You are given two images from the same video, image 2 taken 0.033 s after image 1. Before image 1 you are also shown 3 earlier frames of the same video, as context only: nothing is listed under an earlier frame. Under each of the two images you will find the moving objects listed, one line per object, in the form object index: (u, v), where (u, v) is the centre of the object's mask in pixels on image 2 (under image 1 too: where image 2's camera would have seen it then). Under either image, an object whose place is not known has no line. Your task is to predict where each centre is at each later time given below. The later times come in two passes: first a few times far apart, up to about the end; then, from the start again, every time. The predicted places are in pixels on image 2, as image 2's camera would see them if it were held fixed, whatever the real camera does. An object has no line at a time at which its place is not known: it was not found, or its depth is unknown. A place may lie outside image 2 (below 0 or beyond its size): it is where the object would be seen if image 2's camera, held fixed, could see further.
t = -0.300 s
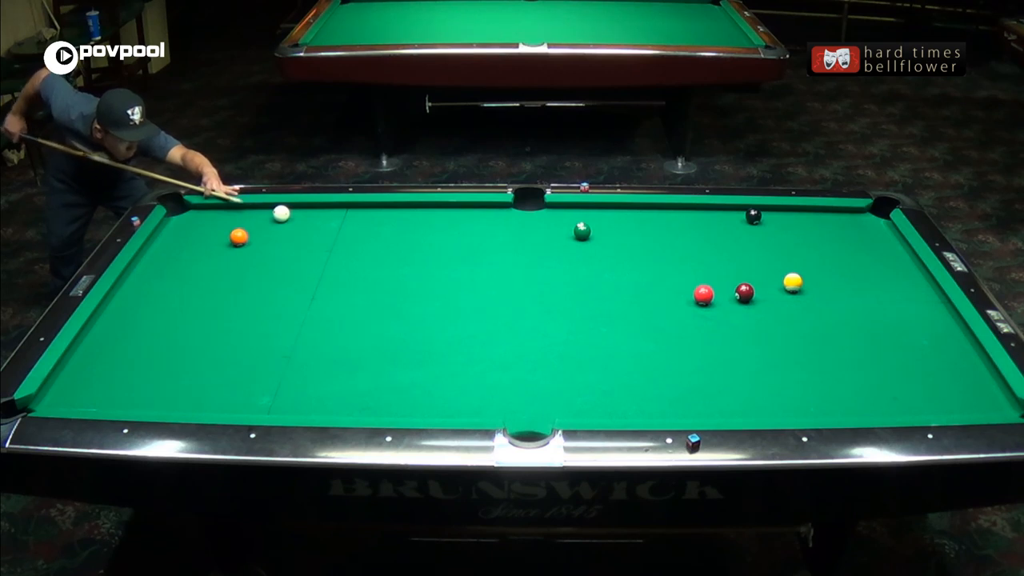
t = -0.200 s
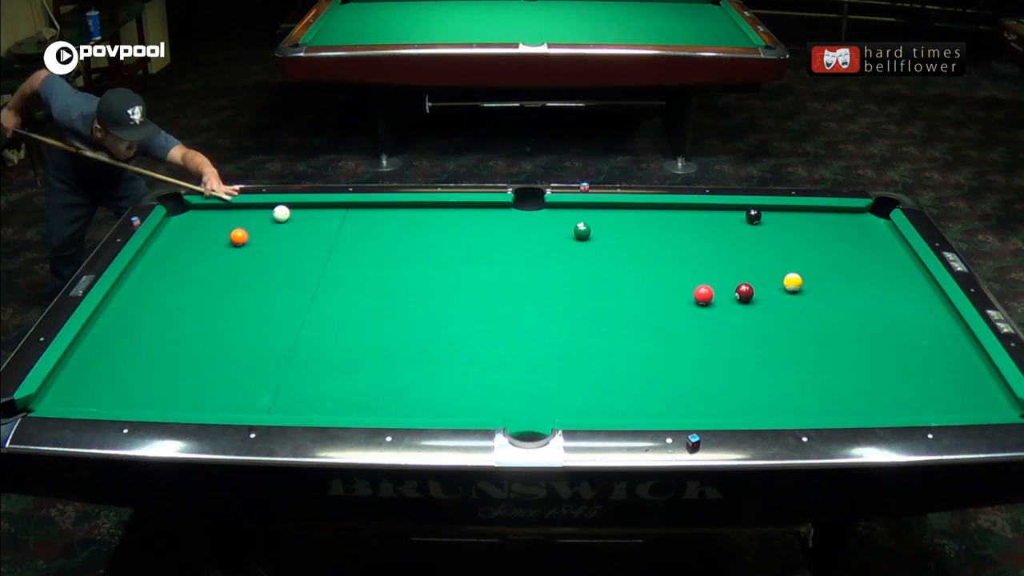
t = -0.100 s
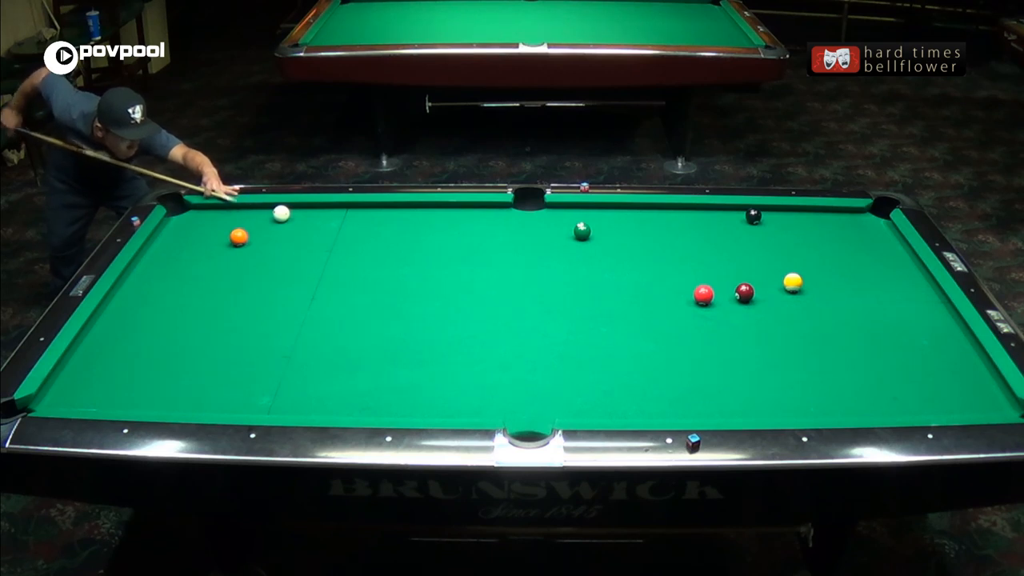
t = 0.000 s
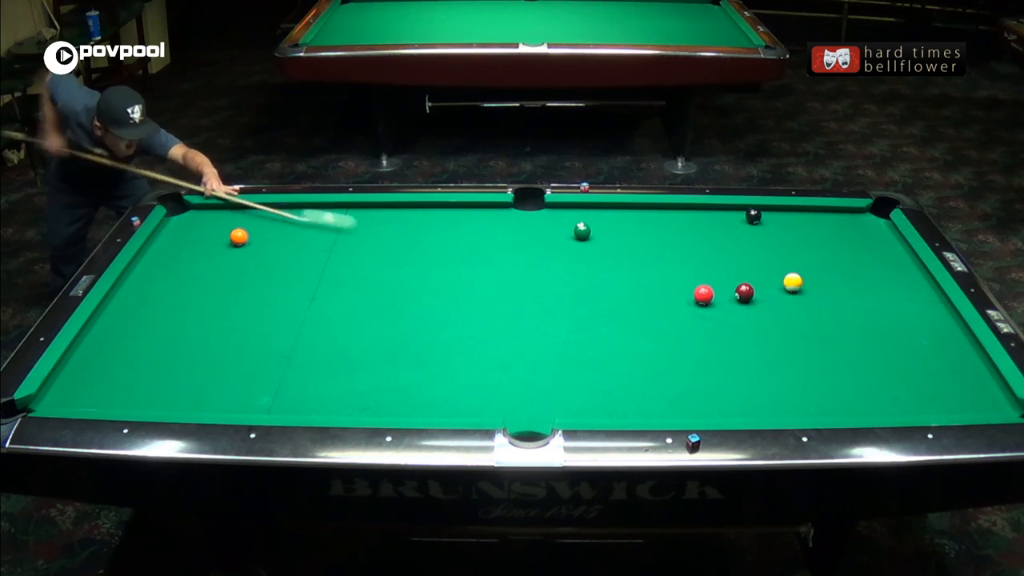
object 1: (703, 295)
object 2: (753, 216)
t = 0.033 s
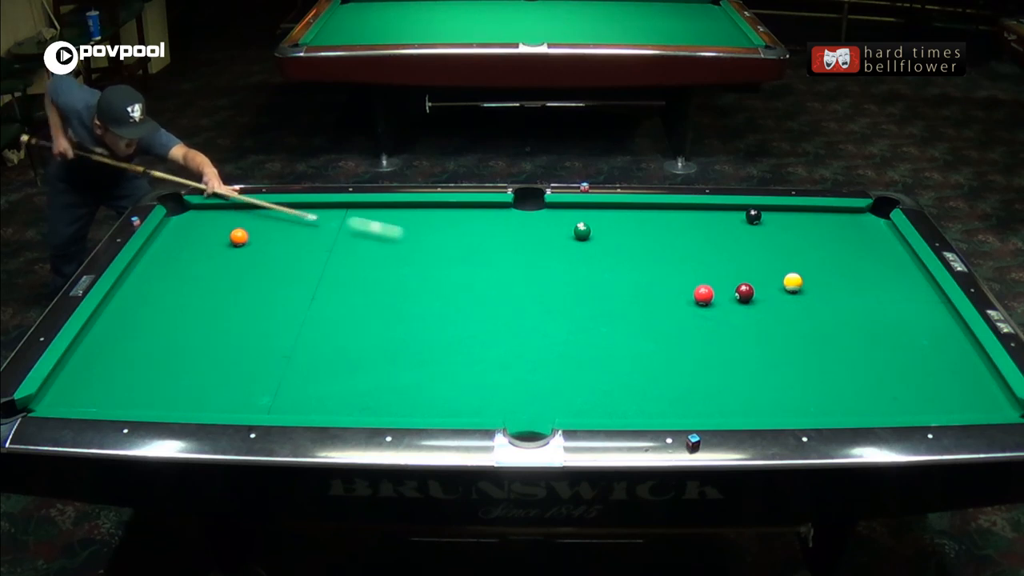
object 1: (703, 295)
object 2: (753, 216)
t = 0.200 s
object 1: (703, 295)
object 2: (753, 216)
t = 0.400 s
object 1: (883, 385)
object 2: (753, 216)
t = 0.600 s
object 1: (964, 359)
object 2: (753, 216)
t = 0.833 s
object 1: (908, 302)
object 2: (753, 216)
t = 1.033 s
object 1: (844, 260)
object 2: (749, 216)
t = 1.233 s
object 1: (786, 224)
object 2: (707, 217)
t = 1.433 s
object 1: (750, 216)
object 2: (670, 216)
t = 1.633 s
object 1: (739, 227)
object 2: (632, 217)
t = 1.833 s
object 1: (728, 239)
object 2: (596, 217)
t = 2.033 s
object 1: (717, 251)
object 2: (560, 218)
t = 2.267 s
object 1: (703, 266)
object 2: (520, 219)
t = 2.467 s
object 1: (691, 278)
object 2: (487, 219)
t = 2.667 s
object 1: (680, 291)
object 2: (454, 219)
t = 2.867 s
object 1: (667, 304)
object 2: (423, 220)
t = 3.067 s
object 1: (654, 317)
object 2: (393, 221)
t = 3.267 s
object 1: (642, 331)
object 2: (365, 222)
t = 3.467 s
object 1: (628, 344)
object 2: (337, 223)
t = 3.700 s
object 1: (614, 359)
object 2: (306, 223)
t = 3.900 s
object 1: (601, 372)
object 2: (281, 224)
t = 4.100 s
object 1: (588, 385)
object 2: (257, 225)
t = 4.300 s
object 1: (575, 398)
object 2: (234, 223)
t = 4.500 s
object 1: (563, 408)
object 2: (213, 226)
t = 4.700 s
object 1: (552, 410)
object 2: (193, 227)
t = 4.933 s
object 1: (544, 404)
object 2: (171, 228)
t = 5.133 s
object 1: (537, 398)
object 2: (167, 228)
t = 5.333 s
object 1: (531, 393)
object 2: (177, 228)
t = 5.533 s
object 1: (526, 389)
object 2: (186, 229)
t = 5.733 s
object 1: (521, 385)
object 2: (195, 229)
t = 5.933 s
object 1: (518, 382)
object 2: (203, 229)
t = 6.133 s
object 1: (515, 380)
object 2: (209, 229)
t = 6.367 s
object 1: (512, 378)
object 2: (216, 230)
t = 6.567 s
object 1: (511, 377)
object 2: (220, 230)
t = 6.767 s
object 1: (511, 376)
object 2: (224, 230)
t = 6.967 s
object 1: (511, 376)
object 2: (226, 230)
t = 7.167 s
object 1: (511, 376)
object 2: (228, 229)
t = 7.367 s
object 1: (511, 376)
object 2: (229, 229)
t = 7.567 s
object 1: (511, 376)
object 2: (229, 229)
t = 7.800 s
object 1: (511, 376)
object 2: (229, 229)
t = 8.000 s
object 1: (511, 376)
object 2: (229, 229)
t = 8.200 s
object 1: (511, 376)
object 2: (229, 229)
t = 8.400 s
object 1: (511, 376)
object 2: (229, 229)
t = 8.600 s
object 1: (511, 376)
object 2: (229, 229)
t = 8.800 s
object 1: (511, 376)
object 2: (229, 229)
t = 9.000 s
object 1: (511, 376)
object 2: (229, 228)
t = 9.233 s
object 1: (511, 376)
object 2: (229, 229)
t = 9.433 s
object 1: (511, 376)
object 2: (229, 228)
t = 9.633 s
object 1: (511, 376)
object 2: (229, 228)
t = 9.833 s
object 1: (511, 376)
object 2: (229, 228)
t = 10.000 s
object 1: (511, 376)
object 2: (229, 228)
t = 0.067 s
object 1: (703, 295)
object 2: (753, 216)
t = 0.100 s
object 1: (703, 295)
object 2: (753, 216)
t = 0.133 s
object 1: (703, 295)
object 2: (753, 216)
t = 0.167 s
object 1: (703, 295)
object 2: (753, 216)
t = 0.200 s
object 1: (703, 295)
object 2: (753, 216)
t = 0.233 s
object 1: (704, 295)
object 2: (753, 216)
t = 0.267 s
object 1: (732, 308)
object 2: (753, 216)
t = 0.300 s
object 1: (769, 326)
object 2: (753, 216)
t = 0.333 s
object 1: (807, 345)
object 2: (753, 216)
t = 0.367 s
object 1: (844, 365)
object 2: (753, 216)
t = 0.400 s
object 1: (883, 385)
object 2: (753, 216)
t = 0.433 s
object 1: (918, 403)
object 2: (753, 216)
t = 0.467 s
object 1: (940, 402)
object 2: (753, 216)
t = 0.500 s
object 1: (946, 391)
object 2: (753, 216)
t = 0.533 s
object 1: (952, 379)
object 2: (753, 216)
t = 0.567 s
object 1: (958, 368)
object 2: (753, 216)
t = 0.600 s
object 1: (964, 359)
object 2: (753, 216)
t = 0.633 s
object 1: (969, 350)
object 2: (753, 216)
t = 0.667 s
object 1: (969, 341)
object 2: (753, 216)
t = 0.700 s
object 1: (956, 333)
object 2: (753, 216)
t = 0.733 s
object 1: (944, 324)
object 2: (753, 216)
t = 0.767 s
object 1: (931, 317)
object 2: (753, 216)
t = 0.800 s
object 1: (920, 309)
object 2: (753, 216)
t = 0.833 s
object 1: (908, 302)
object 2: (753, 216)
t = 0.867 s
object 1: (897, 294)
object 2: (753, 216)
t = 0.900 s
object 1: (886, 287)
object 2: (753, 216)
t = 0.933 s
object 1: (875, 280)
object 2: (753, 216)
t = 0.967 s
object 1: (864, 273)
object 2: (753, 216)
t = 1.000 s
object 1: (854, 266)
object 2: (753, 216)
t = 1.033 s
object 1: (844, 260)
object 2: (749, 216)
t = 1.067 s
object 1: (833, 253)
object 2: (742, 216)
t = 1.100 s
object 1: (824, 248)
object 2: (733, 216)
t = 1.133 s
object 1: (815, 241)
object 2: (727, 217)
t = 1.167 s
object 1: (805, 236)
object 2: (721, 216)
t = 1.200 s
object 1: (795, 230)
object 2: (714, 215)
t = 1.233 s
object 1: (786, 224)
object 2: (707, 217)
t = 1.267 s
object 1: (777, 219)
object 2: (701, 217)
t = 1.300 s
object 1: (769, 213)
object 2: (695, 217)
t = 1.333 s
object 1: (761, 209)
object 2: (689, 216)
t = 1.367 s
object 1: (755, 210)
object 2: (682, 217)
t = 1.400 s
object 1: (752, 214)
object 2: (676, 217)
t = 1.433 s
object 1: (750, 216)
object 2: (670, 216)
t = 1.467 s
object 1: (748, 218)
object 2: (663, 216)
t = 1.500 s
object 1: (746, 220)
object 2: (656, 217)
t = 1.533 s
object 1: (745, 222)
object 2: (651, 217)
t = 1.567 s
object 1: (743, 223)
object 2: (645, 217)
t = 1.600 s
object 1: (741, 225)
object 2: (639, 217)
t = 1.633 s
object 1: (739, 227)
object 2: (632, 217)
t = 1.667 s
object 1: (737, 229)
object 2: (626, 217)
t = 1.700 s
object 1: (735, 232)
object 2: (621, 217)
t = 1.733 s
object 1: (734, 233)
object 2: (614, 217)
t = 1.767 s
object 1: (732, 235)
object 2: (608, 217)
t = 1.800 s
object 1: (730, 237)
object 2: (602, 217)
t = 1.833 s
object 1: (728, 239)
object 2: (596, 217)
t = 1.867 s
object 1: (726, 242)
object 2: (590, 217)
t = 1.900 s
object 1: (724, 243)
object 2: (584, 216)
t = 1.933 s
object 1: (723, 245)
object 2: (577, 216)
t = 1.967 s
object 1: (720, 248)
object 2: (572, 217)
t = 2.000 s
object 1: (719, 249)
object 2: (566, 218)
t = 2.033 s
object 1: (717, 251)
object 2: (560, 218)
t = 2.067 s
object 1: (715, 254)
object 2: (554, 218)
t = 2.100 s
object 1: (713, 256)
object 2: (548, 218)
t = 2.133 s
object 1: (711, 258)
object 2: (543, 218)
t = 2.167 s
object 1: (709, 260)
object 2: (537, 218)
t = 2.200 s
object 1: (707, 262)
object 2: (531, 218)
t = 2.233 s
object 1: (705, 264)
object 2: (525, 219)
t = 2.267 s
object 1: (703, 266)
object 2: (520, 219)
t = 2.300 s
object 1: (701, 268)
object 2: (515, 218)
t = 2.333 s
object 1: (699, 270)
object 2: (509, 218)
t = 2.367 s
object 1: (698, 272)
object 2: (503, 218)
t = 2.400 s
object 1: (695, 274)
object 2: (497, 219)
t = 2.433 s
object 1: (693, 276)
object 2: (492, 219)
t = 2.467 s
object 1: (691, 278)
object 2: (487, 219)
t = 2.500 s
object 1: (690, 280)
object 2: (482, 219)
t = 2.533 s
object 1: (688, 283)
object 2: (476, 219)
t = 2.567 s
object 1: (686, 285)
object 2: (470, 219)
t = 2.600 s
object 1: (683, 287)
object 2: (465, 219)
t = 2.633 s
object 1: (681, 289)
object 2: (460, 219)
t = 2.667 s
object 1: (680, 291)
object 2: (454, 219)
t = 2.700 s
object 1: (677, 293)
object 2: (449, 220)
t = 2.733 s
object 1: (675, 295)
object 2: (444, 220)
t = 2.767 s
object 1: (673, 298)
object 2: (439, 220)
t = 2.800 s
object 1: (671, 300)
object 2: (434, 220)
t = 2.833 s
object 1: (669, 302)
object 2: (429, 220)
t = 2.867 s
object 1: (667, 304)
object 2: (423, 220)
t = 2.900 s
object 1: (664, 307)
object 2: (418, 220)
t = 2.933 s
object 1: (662, 309)
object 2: (413, 221)
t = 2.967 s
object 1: (661, 311)
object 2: (408, 220)
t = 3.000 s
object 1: (658, 313)
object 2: (403, 221)
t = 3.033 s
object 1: (656, 315)
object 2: (398, 221)
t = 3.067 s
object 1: (654, 317)
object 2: (393, 221)
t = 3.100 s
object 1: (652, 319)
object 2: (388, 221)
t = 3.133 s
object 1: (650, 322)
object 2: (384, 221)
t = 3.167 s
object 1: (648, 324)
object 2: (379, 221)
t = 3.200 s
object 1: (646, 326)
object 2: (374, 222)
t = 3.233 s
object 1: (644, 328)
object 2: (369, 222)
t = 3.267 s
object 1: (642, 331)
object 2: (365, 222)
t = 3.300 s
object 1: (639, 333)
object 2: (360, 222)
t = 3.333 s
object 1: (637, 335)
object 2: (356, 222)
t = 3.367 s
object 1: (635, 337)
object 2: (350, 222)
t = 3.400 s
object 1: (633, 339)
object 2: (345, 222)
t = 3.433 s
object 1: (630, 341)
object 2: (341, 222)
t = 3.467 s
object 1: (628, 344)
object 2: (337, 223)
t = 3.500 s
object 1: (626, 346)
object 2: (332, 223)
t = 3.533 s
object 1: (624, 348)
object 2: (328, 223)
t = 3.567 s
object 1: (622, 350)
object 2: (323, 223)
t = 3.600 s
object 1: (620, 352)
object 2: (319, 223)
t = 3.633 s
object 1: (618, 355)
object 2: (315, 223)
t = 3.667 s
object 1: (616, 357)
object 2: (311, 223)
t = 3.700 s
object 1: (614, 359)
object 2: (306, 223)
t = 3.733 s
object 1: (612, 361)
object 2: (302, 223)
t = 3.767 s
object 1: (610, 364)
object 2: (297, 224)
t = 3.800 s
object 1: (607, 366)
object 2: (293, 224)
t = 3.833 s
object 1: (605, 368)
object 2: (289, 224)
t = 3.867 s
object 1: (603, 370)
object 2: (285, 224)
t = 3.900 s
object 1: (601, 372)
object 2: (281, 224)
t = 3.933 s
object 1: (599, 375)
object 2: (277, 224)
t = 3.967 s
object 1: (596, 377)
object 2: (273, 224)
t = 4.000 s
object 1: (594, 379)
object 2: (269, 224)
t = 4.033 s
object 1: (592, 381)
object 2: (265, 224)
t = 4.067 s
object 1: (590, 383)
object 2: (261, 225)
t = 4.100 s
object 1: (588, 385)
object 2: (257, 225)
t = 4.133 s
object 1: (586, 387)
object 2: (254, 225)
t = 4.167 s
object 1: (584, 390)
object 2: (250, 224)
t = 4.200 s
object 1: (582, 392)
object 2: (246, 224)
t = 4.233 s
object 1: (580, 394)
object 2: (242, 224)
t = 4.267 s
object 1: (577, 396)
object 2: (238, 223)
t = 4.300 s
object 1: (575, 398)
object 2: (234, 223)
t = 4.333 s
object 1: (573, 400)
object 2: (231, 224)
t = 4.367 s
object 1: (571, 402)
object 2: (227, 225)
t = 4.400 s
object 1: (569, 404)
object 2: (224, 225)
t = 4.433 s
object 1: (567, 406)
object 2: (220, 226)
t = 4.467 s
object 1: (565, 407)
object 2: (217, 226)
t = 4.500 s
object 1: (563, 408)
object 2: (213, 226)
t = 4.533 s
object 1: (561, 410)
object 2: (210, 226)
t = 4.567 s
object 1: (558, 412)
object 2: (207, 226)
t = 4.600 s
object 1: (556, 412)
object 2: (203, 226)
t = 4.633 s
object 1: (555, 411)
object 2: (200, 226)
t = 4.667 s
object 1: (554, 411)
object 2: (196, 226)
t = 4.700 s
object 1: (552, 410)
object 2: (193, 227)
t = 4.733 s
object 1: (551, 409)
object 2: (190, 227)
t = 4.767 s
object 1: (550, 409)
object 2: (186, 227)
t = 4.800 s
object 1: (548, 408)
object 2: (184, 227)
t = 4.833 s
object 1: (547, 407)
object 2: (181, 227)
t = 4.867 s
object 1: (546, 406)
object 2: (177, 227)
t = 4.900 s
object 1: (545, 405)
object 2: (174, 227)
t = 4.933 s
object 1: (544, 404)
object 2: (171, 228)
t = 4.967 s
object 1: (542, 403)
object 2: (168, 228)
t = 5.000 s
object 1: (541, 402)
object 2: (165, 228)
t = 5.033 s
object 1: (540, 401)
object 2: (162, 228)
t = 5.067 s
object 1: (539, 400)
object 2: (164, 228)
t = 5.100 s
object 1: (538, 399)
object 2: (165, 228)
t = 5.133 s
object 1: (537, 398)
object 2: (167, 228)
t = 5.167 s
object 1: (536, 398)
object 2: (168, 228)
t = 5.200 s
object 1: (535, 397)
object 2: (170, 228)
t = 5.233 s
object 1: (534, 396)
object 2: (172, 228)
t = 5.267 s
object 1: (533, 395)
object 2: (174, 228)
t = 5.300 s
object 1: (532, 394)
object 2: (176, 228)
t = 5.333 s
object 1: (531, 393)
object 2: (177, 228)
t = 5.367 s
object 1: (530, 393)
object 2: (179, 228)
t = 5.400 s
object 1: (529, 392)
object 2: (180, 229)
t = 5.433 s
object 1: (528, 391)
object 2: (182, 228)
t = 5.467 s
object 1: (527, 390)
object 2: (184, 229)
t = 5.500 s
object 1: (526, 390)
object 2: (185, 229)
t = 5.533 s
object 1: (526, 389)
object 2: (186, 229)
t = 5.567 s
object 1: (525, 388)
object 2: (188, 229)
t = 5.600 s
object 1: (524, 388)
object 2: (189, 229)
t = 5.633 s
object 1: (524, 387)
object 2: (191, 229)
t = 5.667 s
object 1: (523, 386)
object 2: (192, 229)
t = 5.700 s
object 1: (522, 386)
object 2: (194, 229)
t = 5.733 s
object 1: (521, 385)
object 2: (195, 229)
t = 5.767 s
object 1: (521, 385)
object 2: (196, 229)
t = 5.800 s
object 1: (520, 384)
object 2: (198, 229)
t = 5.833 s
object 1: (520, 384)
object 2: (199, 229)
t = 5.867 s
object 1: (519, 383)
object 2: (200, 229)
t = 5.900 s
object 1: (518, 383)
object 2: (202, 229)
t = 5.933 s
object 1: (518, 382)
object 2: (203, 229)
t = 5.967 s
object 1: (518, 382)
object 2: (204, 229)
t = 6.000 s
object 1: (517, 381)
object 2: (205, 229)
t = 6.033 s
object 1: (516, 381)
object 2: (206, 229)
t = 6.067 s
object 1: (516, 380)
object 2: (207, 229)
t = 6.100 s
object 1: (515, 380)
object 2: (208, 229)
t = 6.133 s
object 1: (515, 380)
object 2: (209, 229)
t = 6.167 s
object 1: (514, 379)
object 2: (210, 229)
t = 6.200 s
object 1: (514, 379)
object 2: (211, 229)
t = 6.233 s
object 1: (514, 379)
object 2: (212, 229)
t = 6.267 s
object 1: (513, 378)
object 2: (213, 229)
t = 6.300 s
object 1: (513, 378)
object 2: (214, 229)
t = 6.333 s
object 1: (512, 378)
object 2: (215, 230)
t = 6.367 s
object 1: (512, 378)
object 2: (216, 230)
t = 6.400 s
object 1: (512, 377)
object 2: (216, 230)
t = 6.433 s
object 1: (511, 377)
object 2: (217, 230)
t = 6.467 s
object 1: (511, 377)
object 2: (218, 230)
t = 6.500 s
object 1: (511, 377)
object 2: (219, 230)
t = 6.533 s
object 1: (511, 377)
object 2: (220, 230)
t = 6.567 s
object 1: (511, 377)
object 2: (220, 230)
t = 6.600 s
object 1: (511, 376)
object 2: (221, 230)
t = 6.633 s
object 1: (510, 376)
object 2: (222, 230)
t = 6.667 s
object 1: (510, 376)
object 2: (222, 230)
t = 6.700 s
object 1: (511, 376)
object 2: (223, 230)
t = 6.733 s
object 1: (511, 376)
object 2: (224, 230)
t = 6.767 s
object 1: (511, 376)
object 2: (224, 230)
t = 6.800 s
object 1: (511, 376)
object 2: (224, 230)
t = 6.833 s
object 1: (511, 376)
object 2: (225, 230)
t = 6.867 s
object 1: (511, 376)
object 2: (225, 230)
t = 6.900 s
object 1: (511, 376)
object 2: (226, 230)
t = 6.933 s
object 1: (511, 376)
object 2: (226, 230)
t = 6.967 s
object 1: (511, 376)
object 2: (226, 230)
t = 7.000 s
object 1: (511, 376)
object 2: (227, 230)
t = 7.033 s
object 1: (511, 376)
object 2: (227, 230)
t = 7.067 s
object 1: (511, 376)
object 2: (227, 230)
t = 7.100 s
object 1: (511, 376)
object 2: (228, 229)
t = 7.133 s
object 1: (511, 376)
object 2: (228, 229)
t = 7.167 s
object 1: (511, 376)
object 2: (228, 229)
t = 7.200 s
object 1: (511, 376)
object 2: (228, 229)
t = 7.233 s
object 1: (511, 376)
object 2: (228, 229)
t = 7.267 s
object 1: (511, 376)
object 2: (228, 229)
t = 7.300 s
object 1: (511, 376)
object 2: (229, 229)
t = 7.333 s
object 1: (511, 376)
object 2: (229, 229)
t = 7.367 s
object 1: (511, 376)
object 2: (229, 229)
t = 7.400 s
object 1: (511, 376)
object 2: (229, 229)
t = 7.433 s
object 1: (511, 376)
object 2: (229, 229)
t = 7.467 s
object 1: (511, 376)
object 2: (229, 229)
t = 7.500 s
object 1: (511, 376)
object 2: (229, 229)
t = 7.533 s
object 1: (511, 376)
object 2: (229, 229)
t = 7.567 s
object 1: (511, 376)
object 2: (229, 229)
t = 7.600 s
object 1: (511, 376)
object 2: (229, 229)
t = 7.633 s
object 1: (511, 376)
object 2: (229, 229)
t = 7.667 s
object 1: (511, 376)
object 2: (229, 229)
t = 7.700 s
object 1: (511, 376)
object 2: (229, 229)
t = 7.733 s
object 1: (511, 376)
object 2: (229, 229)
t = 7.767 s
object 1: (511, 376)
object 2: (229, 229)
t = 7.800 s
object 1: (511, 376)
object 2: (229, 229)
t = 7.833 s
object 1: (511, 376)
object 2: (229, 229)
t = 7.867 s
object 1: (511, 376)
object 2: (229, 229)
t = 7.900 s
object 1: (511, 376)
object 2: (229, 229)
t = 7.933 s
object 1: (511, 376)
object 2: (229, 229)
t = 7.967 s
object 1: (511, 376)
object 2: (229, 229)
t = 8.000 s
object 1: (511, 376)
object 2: (229, 229)
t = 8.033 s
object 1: (511, 376)
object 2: (229, 229)
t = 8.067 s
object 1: (511, 376)
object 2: (229, 229)
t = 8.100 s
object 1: (511, 376)
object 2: (229, 229)
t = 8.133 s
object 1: (511, 376)
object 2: (229, 229)
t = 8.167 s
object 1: (511, 376)
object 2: (229, 229)
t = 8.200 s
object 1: (511, 376)
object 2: (229, 229)
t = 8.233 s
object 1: (511, 376)
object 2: (229, 229)
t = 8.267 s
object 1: (511, 376)
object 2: (229, 229)
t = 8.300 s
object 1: (511, 376)
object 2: (229, 229)
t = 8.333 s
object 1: (511, 376)
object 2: (229, 229)
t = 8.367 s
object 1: (511, 376)
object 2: (229, 229)
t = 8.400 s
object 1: (511, 376)
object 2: (229, 229)
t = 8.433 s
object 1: (511, 376)
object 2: (229, 229)
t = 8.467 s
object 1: (511, 376)
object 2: (229, 229)
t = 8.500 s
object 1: (511, 376)
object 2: (229, 229)
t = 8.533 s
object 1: (511, 376)
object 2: (229, 229)
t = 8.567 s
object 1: (511, 376)
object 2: (229, 229)
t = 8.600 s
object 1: (511, 376)
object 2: (229, 229)
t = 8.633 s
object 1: (511, 376)
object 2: (229, 229)
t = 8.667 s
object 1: (511, 376)
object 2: (229, 229)
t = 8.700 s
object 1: (511, 376)
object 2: (229, 229)
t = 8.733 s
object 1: (511, 376)
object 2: (229, 229)
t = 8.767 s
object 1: (511, 376)
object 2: (229, 229)
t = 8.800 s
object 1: (511, 376)
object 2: (229, 229)
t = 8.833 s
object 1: (511, 376)
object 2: (229, 229)
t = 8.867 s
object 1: (511, 376)
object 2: (229, 229)
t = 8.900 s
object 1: (511, 376)
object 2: (229, 229)
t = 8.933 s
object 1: (511, 376)
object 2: (229, 229)
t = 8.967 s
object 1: (511, 376)
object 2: (229, 228)
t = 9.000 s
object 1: (511, 376)
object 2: (229, 228)
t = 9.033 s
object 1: (511, 376)
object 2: (229, 228)
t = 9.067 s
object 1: (511, 376)
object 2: (229, 229)
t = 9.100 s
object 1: (511, 376)
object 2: (229, 229)
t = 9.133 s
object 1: (511, 376)
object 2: (229, 229)
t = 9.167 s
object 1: (511, 376)
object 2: (229, 229)
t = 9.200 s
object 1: (511, 376)
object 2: (229, 228)
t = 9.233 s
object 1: (511, 376)
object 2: (229, 229)
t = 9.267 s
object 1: (511, 376)
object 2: (229, 228)
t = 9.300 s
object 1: (511, 376)
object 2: (229, 229)
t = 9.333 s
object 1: (511, 376)
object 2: (229, 229)
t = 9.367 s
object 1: (511, 376)
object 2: (229, 228)
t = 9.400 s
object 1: (511, 376)
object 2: (229, 228)
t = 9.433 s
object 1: (511, 376)
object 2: (229, 228)
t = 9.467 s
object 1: (511, 376)
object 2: (229, 228)
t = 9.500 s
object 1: (511, 376)
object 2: (229, 228)
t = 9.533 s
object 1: (511, 376)
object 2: (229, 228)
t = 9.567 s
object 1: (511, 376)
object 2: (229, 228)
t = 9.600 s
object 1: (511, 376)
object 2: (229, 228)
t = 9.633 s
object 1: (511, 376)
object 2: (229, 228)
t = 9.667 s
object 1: (511, 376)
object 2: (229, 228)
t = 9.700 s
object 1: (511, 376)
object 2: (229, 228)
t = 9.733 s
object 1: (511, 376)
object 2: (229, 228)
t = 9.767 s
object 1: (511, 376)
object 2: (229, 228)
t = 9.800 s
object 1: (511, 376)
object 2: (229, 228)
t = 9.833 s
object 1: (511, 376)
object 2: (229, 228)
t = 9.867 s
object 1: (511, 376)
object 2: (229, 228)
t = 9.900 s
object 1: (511, 376)
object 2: (229, 228)
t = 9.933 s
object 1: (511, 376)
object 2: (229, 228)
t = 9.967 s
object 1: (511, 376)
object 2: (229, 228)
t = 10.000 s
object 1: (511, 376)
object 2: (229, 228)
